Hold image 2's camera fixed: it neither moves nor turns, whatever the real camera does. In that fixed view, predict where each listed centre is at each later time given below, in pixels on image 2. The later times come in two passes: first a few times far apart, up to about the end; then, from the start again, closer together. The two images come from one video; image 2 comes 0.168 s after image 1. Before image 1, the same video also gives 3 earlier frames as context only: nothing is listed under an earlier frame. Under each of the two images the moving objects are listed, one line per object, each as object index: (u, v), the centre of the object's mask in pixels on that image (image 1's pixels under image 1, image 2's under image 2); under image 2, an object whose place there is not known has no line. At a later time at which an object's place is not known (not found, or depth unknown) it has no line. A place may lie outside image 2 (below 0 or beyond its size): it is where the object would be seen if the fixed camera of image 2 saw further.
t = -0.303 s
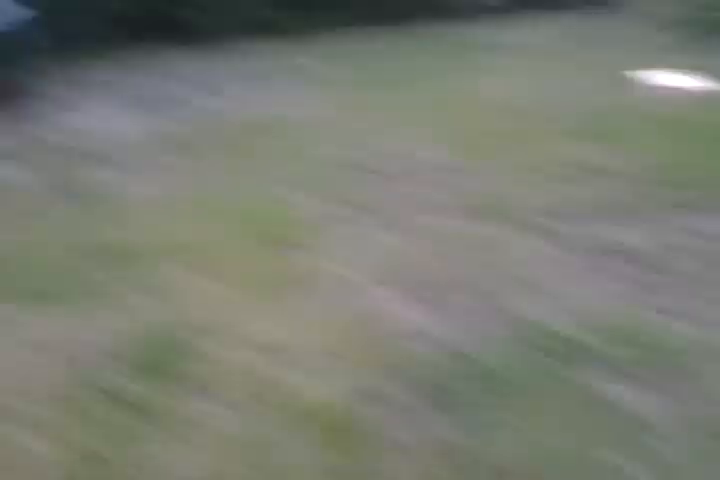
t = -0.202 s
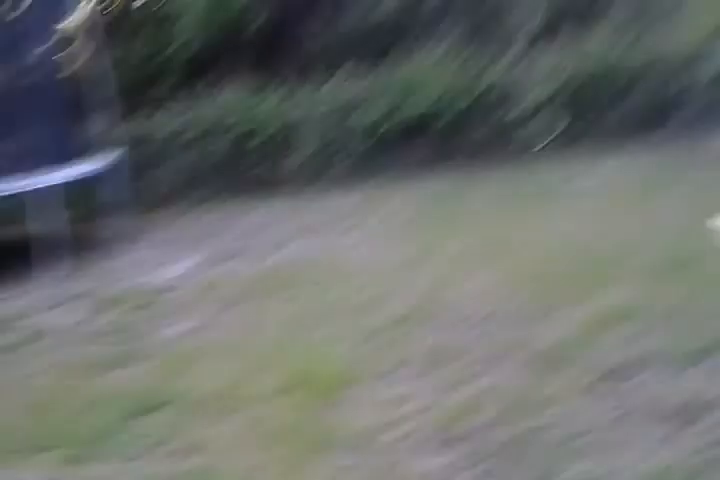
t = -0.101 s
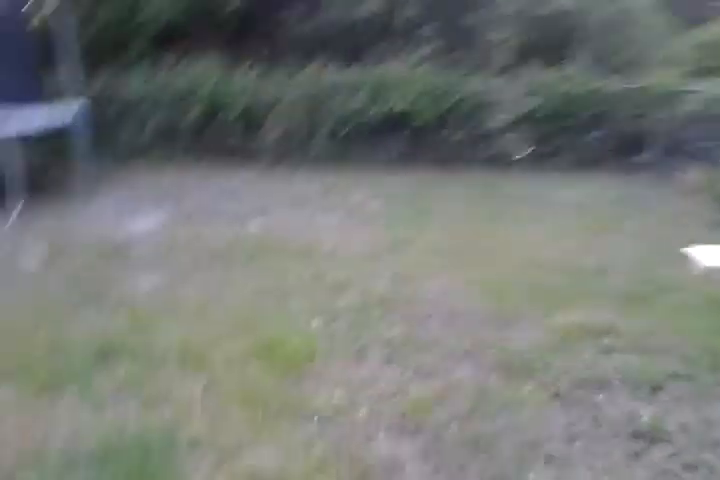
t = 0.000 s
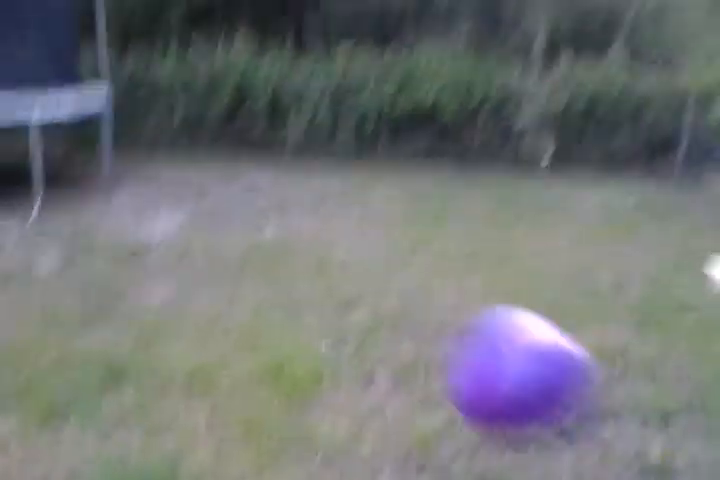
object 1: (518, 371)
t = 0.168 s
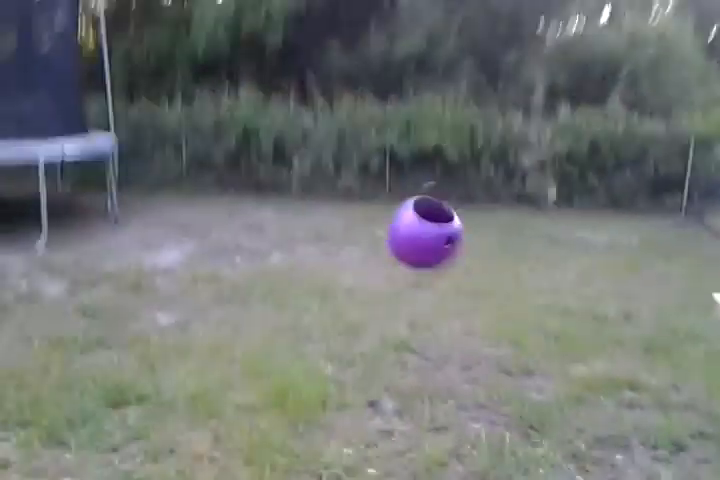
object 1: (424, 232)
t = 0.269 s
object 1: (401, 228)
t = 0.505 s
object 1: (362, 265)
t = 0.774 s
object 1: (343, 254)
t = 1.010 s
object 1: (327, 242)
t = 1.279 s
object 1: (301, 234)
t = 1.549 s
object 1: (280, 227)
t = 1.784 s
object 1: (267, 225)
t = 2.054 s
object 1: (254, 224)
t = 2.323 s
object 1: (246, 223)
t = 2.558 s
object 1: (234, 224)
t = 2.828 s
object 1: (216, 221)
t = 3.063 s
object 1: (213, 221)
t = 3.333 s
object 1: (217, 221)
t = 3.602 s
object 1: (227, 223)
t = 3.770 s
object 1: (233, 223)
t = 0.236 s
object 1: (410, 230)
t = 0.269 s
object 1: (401, 228)
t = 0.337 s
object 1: (382, 223)
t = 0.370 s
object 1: (375, 227)
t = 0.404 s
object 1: (371, 233)
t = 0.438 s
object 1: (369, 242)
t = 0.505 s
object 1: (362, 265)
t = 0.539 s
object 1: (358, 276)
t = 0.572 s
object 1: (355, 270)
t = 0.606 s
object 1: (352, 264)
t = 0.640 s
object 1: (350, 260)
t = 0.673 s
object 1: (348, 257)
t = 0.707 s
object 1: (346, 256)
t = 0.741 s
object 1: (345, 255)
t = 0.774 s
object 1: (343, 254)
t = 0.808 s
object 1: (340, 251)
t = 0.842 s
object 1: (336, 248)
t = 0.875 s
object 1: (334, 247)
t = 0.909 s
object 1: (332, 244)
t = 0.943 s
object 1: (330, 243)
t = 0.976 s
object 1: (329, 243)
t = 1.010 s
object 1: (327, 242)
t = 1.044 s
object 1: (324, 242)
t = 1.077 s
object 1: (321, 240)
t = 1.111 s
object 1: (316, 239)
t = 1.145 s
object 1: (313, 239)
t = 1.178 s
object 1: (309, 236)
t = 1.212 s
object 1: (307, 235)
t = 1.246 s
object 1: (305, 235)
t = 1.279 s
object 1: (301, 234)
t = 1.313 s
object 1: (298, 232)
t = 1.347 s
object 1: (293, 230)
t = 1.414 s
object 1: (287, 229)
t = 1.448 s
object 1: (286, 228)
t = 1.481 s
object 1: (283, 226)
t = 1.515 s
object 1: (282, 226)
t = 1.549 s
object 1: (280, 227)
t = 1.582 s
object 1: (278, 227)
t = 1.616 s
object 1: (275, 227)
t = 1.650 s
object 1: (273, 227)
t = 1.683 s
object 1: (271, 226)
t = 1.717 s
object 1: (270, 226)
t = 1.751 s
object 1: (269, 225)
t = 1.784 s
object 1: (267, 225)
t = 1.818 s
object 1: (264, 225)
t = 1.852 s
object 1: (263, 225)
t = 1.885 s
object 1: (261, 225)
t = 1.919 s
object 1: (259, 225)
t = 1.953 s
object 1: (258, 225)
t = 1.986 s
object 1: (256, 225)
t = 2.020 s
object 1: (255, 224)
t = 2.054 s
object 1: (254, 224)
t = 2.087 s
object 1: (253, 223)
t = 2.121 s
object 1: (252, 223)
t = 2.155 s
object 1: (251, 223)
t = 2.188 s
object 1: (251, 224)
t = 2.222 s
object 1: (249, 223)
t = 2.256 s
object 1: (248, 223)
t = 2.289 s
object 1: (247, 223)
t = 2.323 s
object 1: (246, 223)
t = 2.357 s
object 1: (245, 223)
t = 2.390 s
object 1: (243, 223)
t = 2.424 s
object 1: (241, 223)
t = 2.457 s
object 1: (239, 223)
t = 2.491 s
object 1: (237, 223)
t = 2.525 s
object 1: (236, 223)
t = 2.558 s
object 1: (234, 224)
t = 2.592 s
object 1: (231, 223)
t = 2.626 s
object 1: (229, 223)
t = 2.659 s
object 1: (226, 223)
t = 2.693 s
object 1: (224, 222)
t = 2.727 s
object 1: (222, 222)
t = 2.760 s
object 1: (219, 221)
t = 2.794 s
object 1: (217, 221)
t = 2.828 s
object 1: (216, 221)
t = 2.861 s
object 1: (216, 221)
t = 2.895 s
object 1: (214, 221)
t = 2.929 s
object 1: (213, 221)
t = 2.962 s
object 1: (213, 221)
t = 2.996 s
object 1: (213, 221)
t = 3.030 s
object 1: (213, 221)
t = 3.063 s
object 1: (213, 221)
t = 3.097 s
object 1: (213, 221)
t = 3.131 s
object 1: (213, 221)
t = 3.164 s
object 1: (214, 221)
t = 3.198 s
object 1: (214, 221)
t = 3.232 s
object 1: (215, 221)
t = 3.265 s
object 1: (215, 221)
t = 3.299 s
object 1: (215, 221)
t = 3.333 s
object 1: (217, 221)
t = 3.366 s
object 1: (217, 221)
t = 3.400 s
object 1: (219, 221)
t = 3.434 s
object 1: (220, 221)
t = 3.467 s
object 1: (222, 221)
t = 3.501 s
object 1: (223, 222)
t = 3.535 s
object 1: (225, 222)
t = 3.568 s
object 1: (227, 223)
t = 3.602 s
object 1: (227, 223)
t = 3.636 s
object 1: (229, 223)
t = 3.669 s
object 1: (231, 224)
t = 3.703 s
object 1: (231, 224)
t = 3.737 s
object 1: (232, 224)
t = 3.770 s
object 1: (233, 223)
